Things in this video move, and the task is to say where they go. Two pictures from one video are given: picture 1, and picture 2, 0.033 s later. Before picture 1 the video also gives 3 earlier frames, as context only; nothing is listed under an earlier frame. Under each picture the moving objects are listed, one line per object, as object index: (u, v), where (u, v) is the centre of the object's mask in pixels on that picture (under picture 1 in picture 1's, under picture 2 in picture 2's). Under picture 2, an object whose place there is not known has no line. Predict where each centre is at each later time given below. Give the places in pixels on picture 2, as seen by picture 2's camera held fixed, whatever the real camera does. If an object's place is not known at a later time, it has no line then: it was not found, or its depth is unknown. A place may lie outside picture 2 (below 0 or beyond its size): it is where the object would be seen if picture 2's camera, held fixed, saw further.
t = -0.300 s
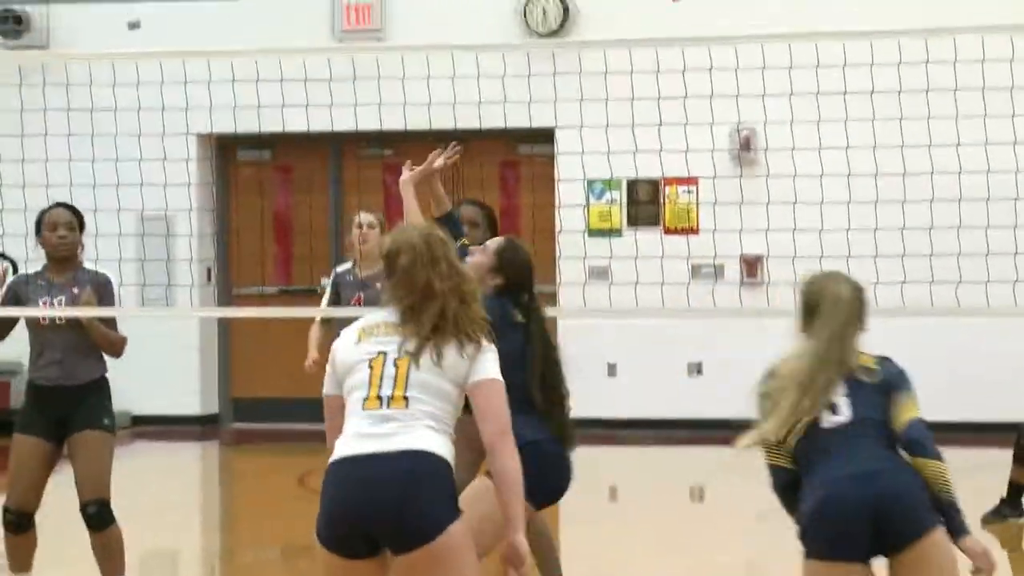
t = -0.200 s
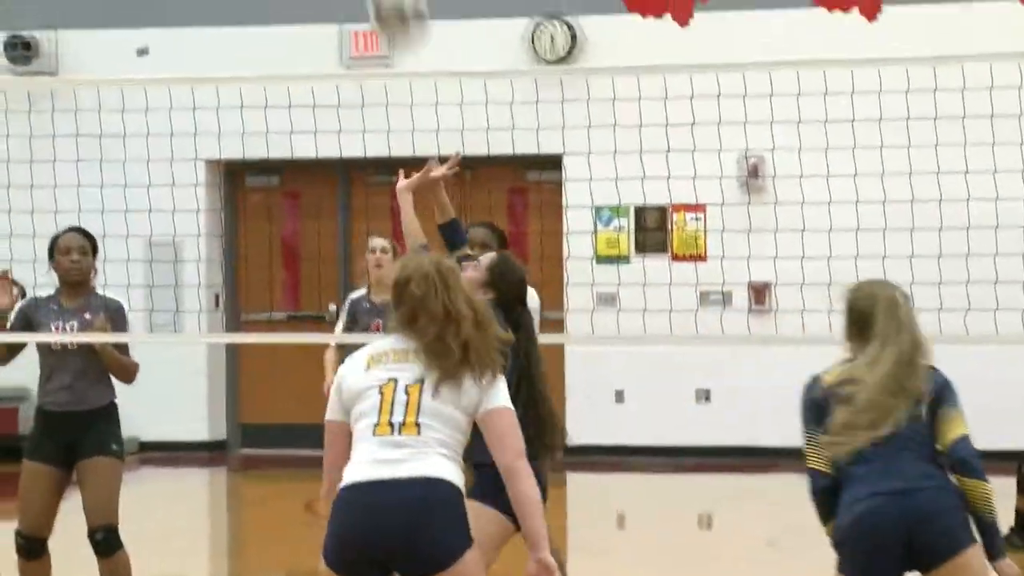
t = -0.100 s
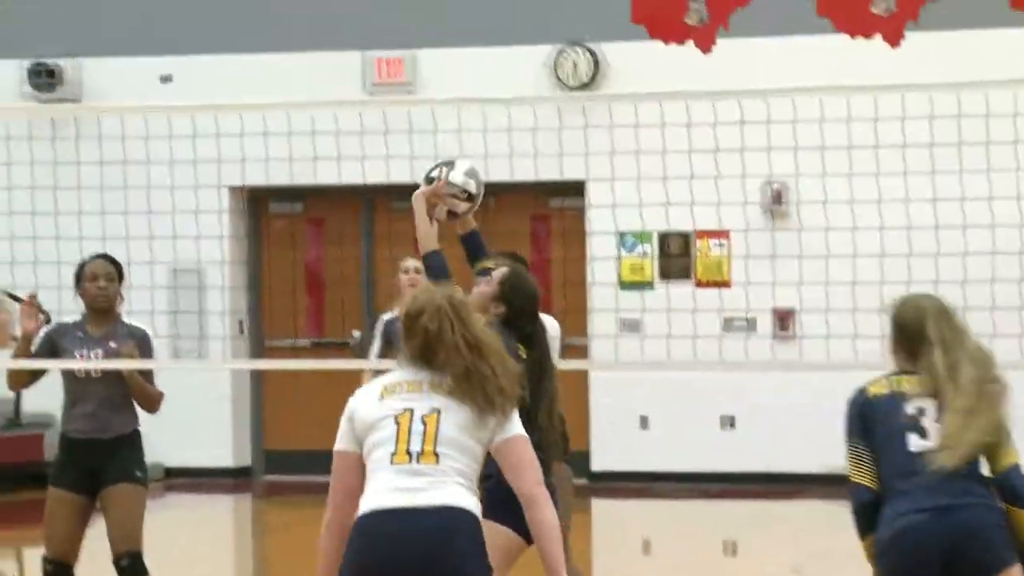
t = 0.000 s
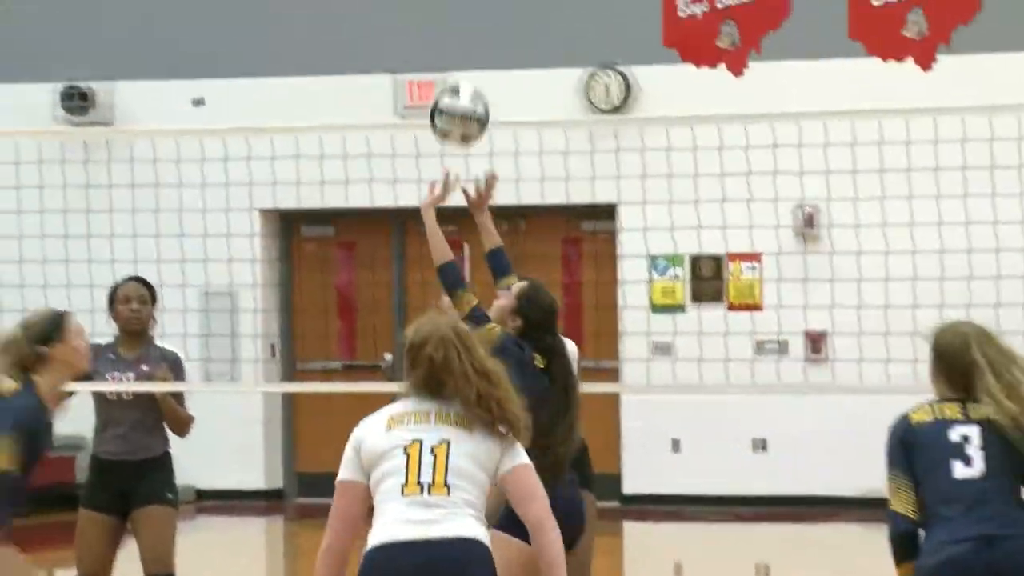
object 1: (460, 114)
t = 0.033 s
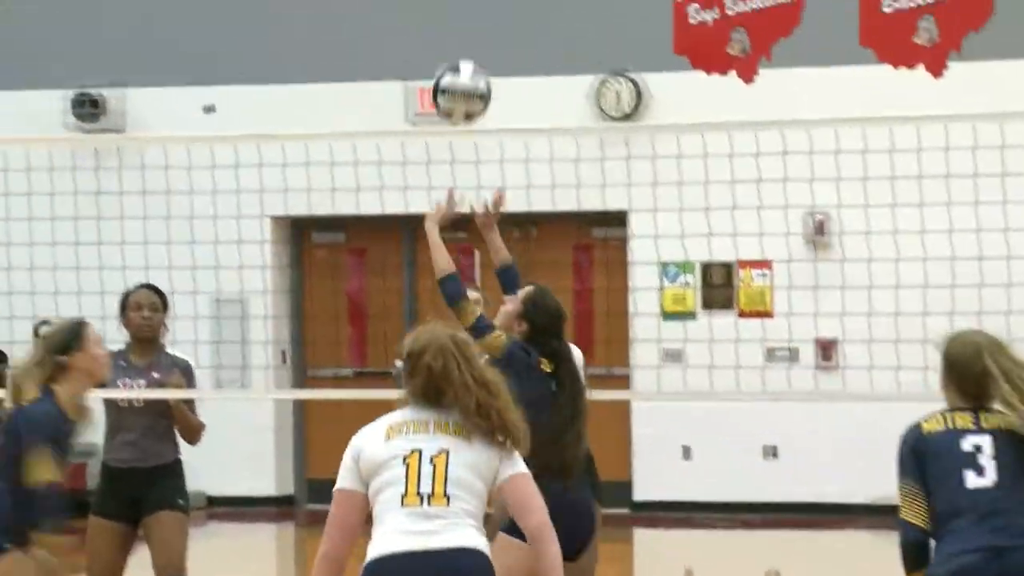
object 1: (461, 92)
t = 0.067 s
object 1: (451, 64)
